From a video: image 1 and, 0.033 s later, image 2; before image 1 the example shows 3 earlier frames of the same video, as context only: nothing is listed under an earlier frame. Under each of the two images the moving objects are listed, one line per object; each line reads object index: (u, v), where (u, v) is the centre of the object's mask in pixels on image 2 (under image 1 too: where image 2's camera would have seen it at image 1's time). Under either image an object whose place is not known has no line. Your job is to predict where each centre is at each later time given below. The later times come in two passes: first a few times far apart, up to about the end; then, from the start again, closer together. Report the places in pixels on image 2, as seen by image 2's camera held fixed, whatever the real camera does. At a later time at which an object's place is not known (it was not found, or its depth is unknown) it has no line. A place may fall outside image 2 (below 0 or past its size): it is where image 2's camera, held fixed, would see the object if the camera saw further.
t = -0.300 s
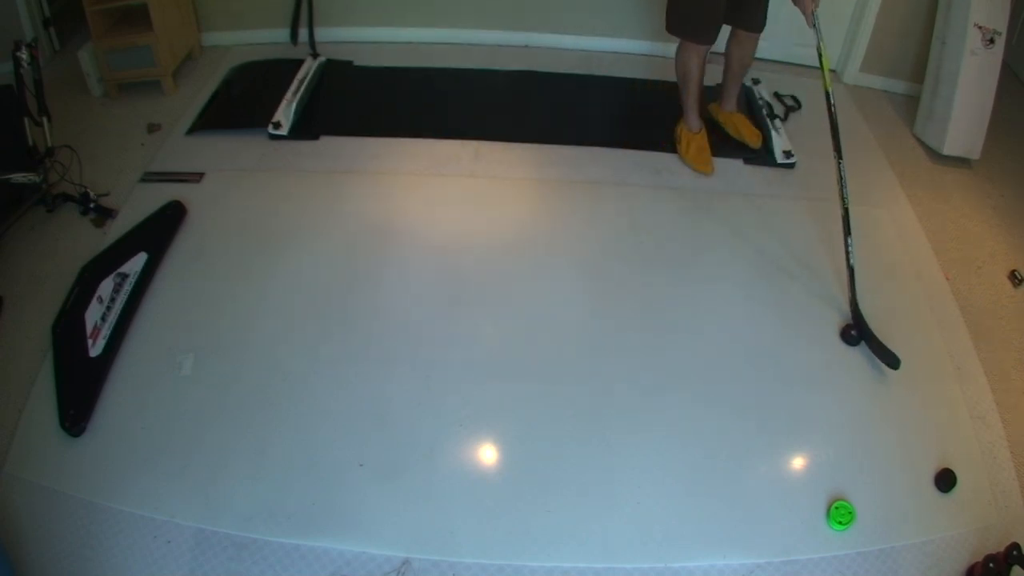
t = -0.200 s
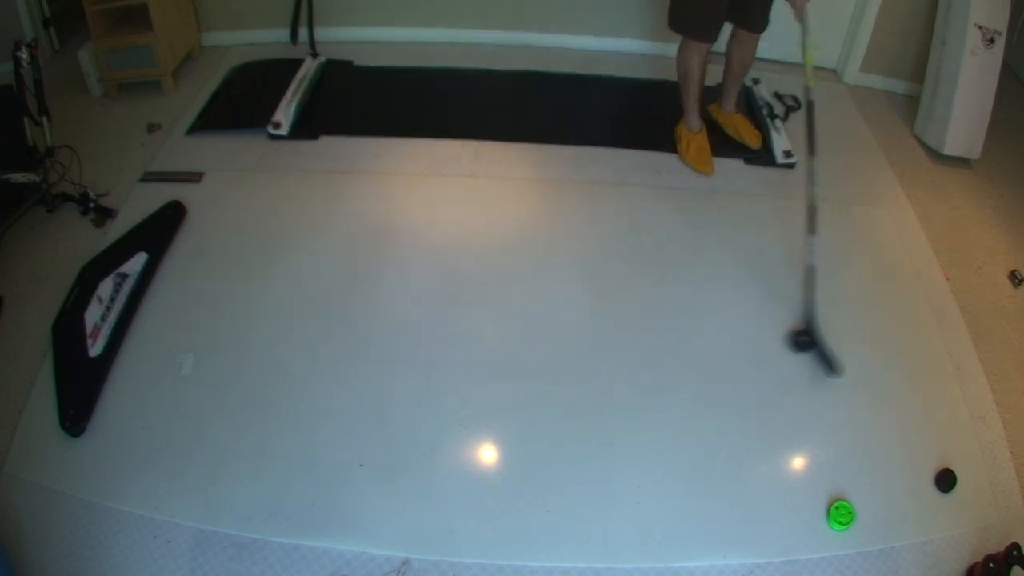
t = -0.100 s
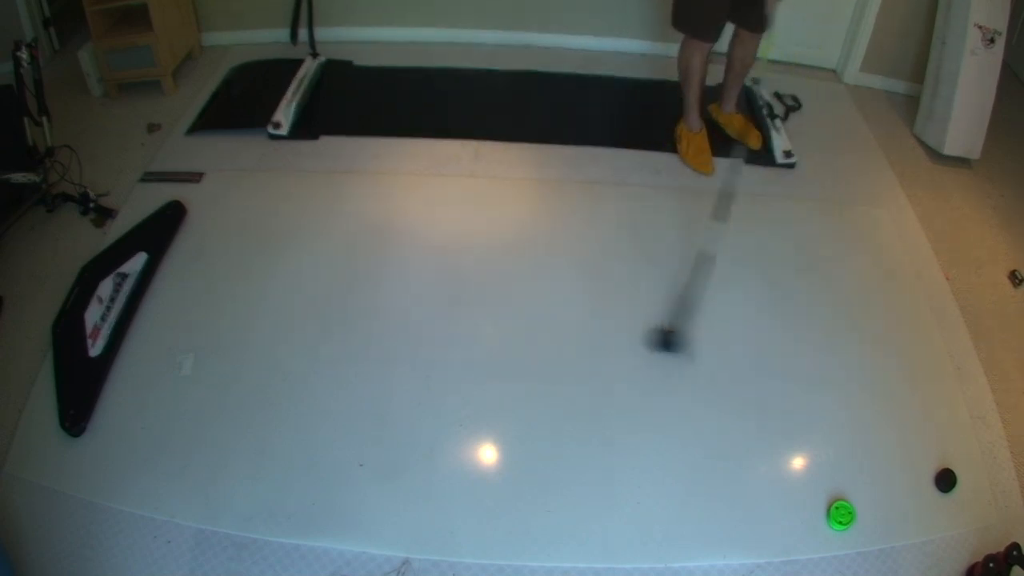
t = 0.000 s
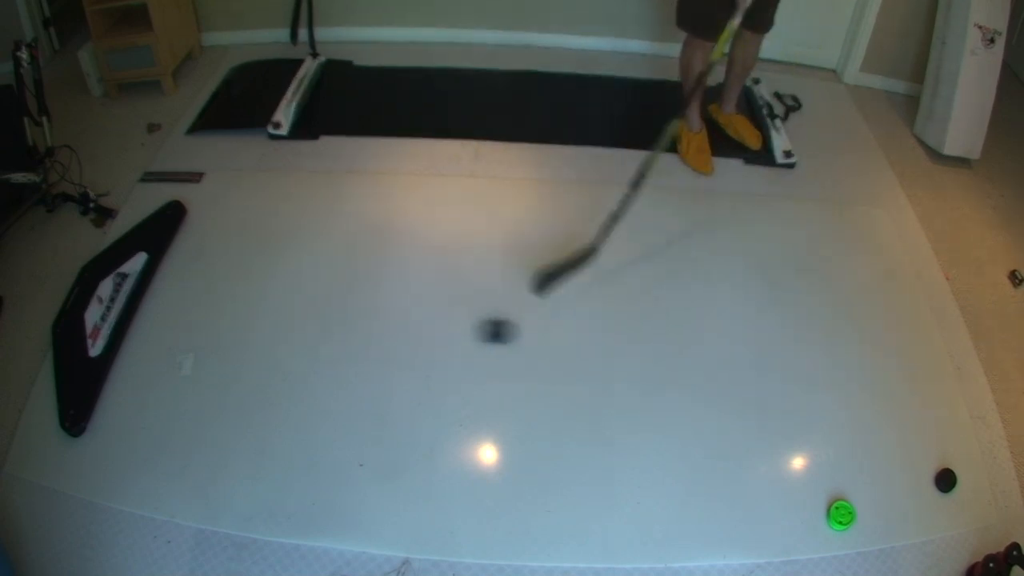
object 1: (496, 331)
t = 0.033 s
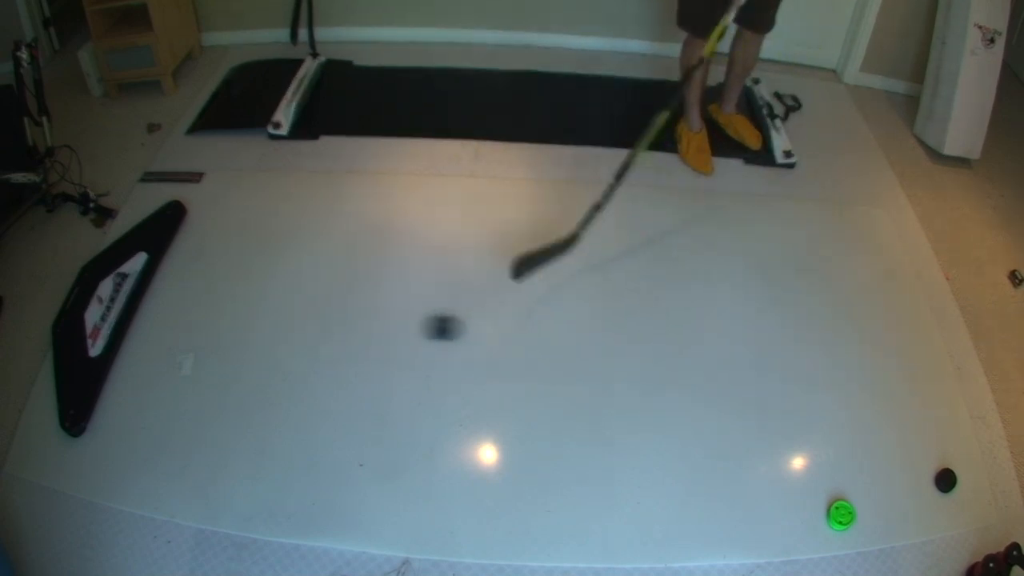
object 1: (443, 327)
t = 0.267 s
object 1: (146, 304)
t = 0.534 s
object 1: (282, 314)
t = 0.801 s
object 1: (421, 325)
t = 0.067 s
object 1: (391, 324)
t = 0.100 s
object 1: (340, 320)
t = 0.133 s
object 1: (295, 316)
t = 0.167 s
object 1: (252, 313)
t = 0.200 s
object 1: (212, 310)
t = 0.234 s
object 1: (177, 307)
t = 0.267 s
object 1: (146, 304)
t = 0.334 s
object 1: (149, 304)
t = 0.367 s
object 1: (173, 305)
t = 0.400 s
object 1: (195, 307)
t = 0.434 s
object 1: (218, 309)
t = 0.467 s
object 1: (240, 311)
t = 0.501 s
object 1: (261, 313)
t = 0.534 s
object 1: (282, 314)
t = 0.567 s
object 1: (303, 316)
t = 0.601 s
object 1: (323, 317)
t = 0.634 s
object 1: (342, 319)
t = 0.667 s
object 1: (360, 320)
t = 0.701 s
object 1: (377, 322)
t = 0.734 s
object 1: (392, 323)
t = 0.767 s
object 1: (407, 324)
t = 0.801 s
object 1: (421, 325)
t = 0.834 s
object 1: (433, 326)
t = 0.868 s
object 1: (444, 327)
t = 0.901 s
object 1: (454, 328)
